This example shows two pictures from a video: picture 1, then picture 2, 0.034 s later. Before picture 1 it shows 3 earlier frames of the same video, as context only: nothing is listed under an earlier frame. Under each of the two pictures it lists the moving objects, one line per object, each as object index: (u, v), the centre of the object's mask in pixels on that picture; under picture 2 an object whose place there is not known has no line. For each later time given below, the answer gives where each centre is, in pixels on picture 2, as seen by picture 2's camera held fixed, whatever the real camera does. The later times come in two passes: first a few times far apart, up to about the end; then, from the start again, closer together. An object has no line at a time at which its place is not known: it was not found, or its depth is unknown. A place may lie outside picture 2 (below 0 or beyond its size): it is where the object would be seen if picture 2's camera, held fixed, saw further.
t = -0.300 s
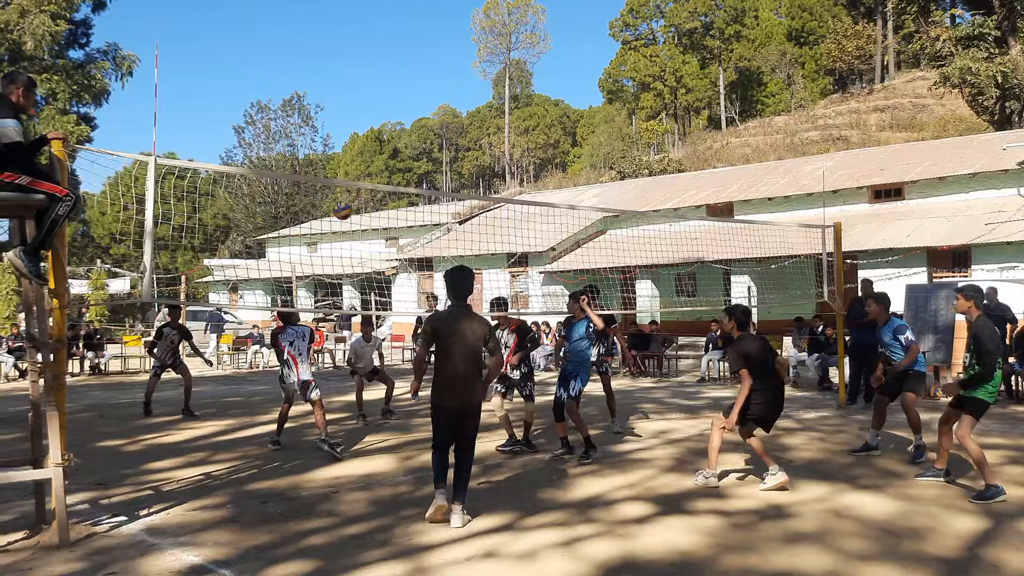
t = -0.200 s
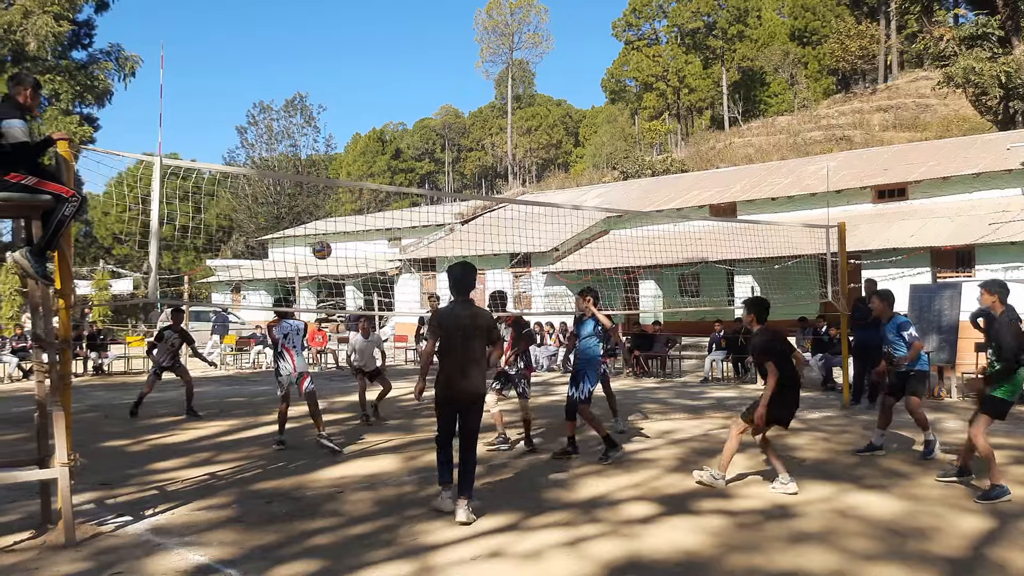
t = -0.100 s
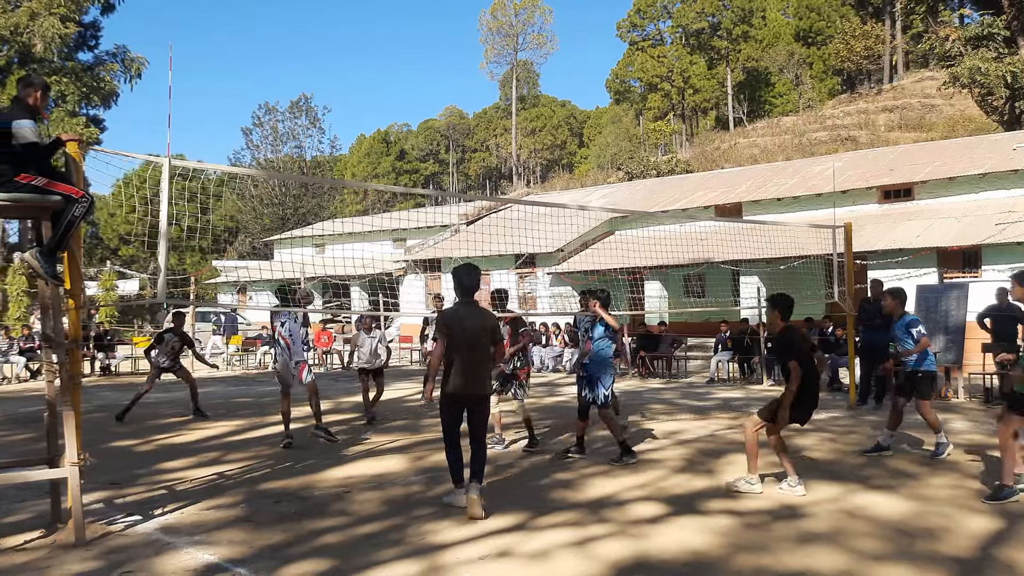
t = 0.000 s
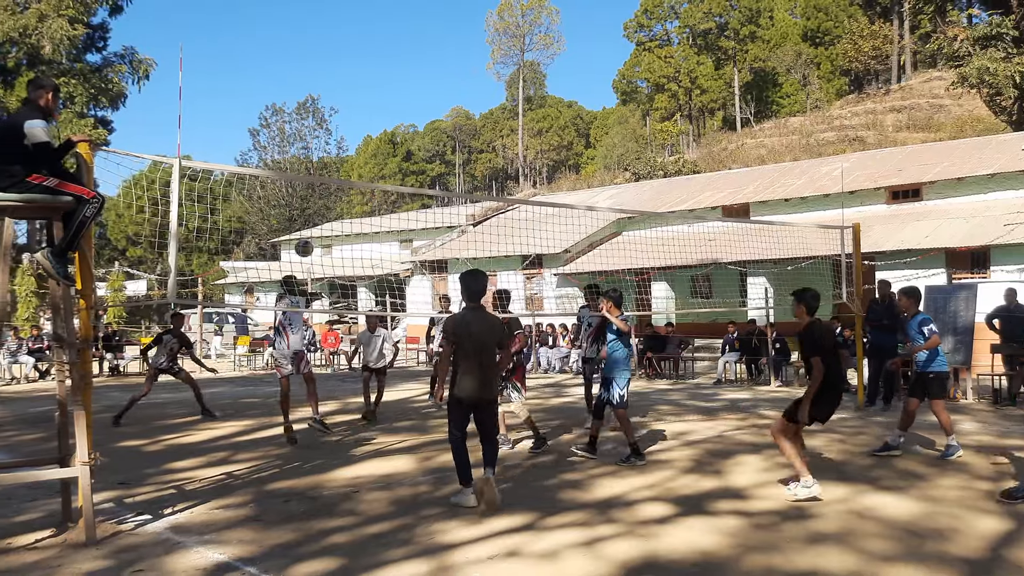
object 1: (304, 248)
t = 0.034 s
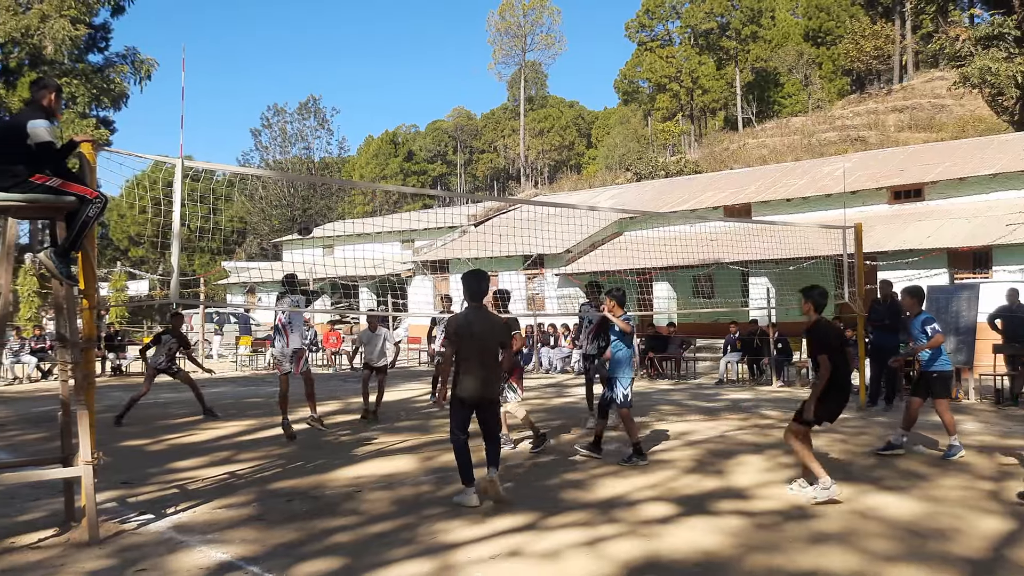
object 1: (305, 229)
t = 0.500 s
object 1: (279, 57)
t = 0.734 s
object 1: (269, 44)
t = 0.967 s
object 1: (261, 72)
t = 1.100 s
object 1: (260, 104)
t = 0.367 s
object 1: (286, 85)
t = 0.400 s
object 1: (284, 76)
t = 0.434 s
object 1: (282, 69)
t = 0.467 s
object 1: (281, 63)
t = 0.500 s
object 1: (279, 57)
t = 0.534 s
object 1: (277, 53)
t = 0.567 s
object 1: (276, 49)
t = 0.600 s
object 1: (275, 46)
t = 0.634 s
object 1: (274, 45)
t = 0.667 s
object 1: (273, 45)
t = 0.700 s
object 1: (271, 44)
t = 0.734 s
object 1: (269, 44)
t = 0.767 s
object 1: (268, 46)
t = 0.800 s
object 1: (266, 48)
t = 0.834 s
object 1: (266, 51)
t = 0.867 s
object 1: (264, 55)
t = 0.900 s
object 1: (263, 60)
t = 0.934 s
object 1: (262, 65)
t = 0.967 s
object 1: (261, 72)
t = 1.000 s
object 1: (261, 79)
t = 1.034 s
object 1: (260, 87)
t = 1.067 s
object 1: (260, 96)
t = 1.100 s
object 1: (260, 104)
